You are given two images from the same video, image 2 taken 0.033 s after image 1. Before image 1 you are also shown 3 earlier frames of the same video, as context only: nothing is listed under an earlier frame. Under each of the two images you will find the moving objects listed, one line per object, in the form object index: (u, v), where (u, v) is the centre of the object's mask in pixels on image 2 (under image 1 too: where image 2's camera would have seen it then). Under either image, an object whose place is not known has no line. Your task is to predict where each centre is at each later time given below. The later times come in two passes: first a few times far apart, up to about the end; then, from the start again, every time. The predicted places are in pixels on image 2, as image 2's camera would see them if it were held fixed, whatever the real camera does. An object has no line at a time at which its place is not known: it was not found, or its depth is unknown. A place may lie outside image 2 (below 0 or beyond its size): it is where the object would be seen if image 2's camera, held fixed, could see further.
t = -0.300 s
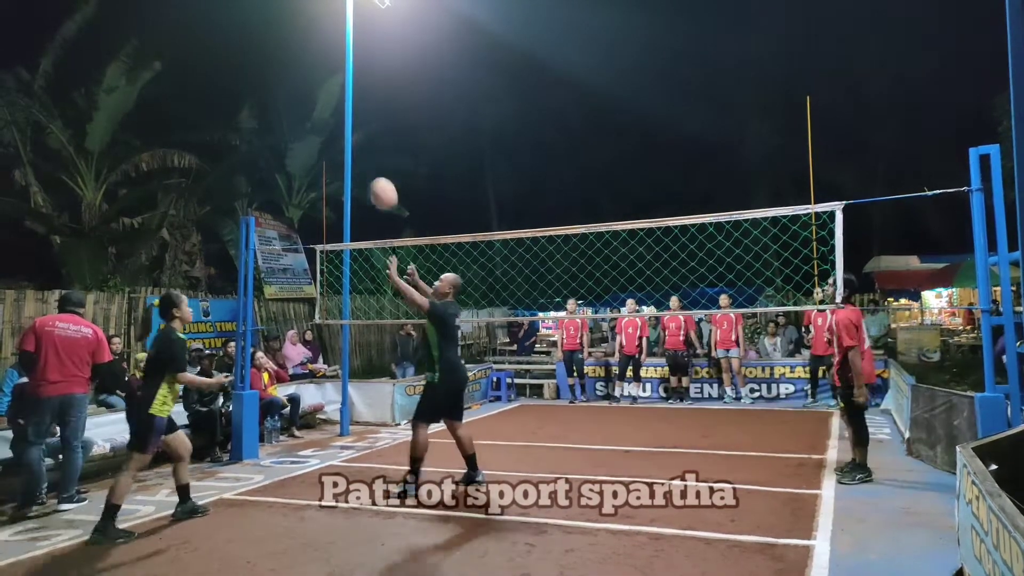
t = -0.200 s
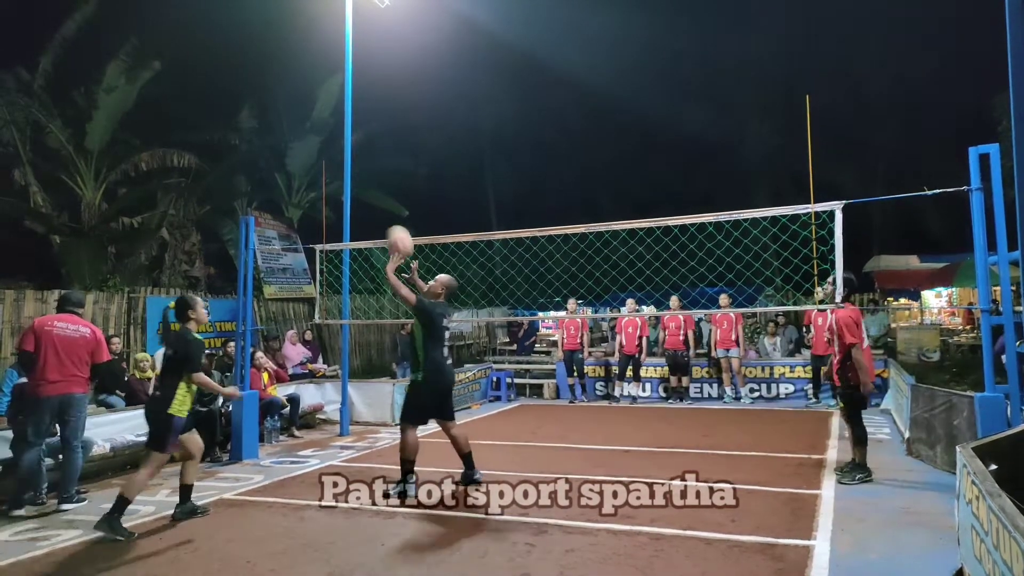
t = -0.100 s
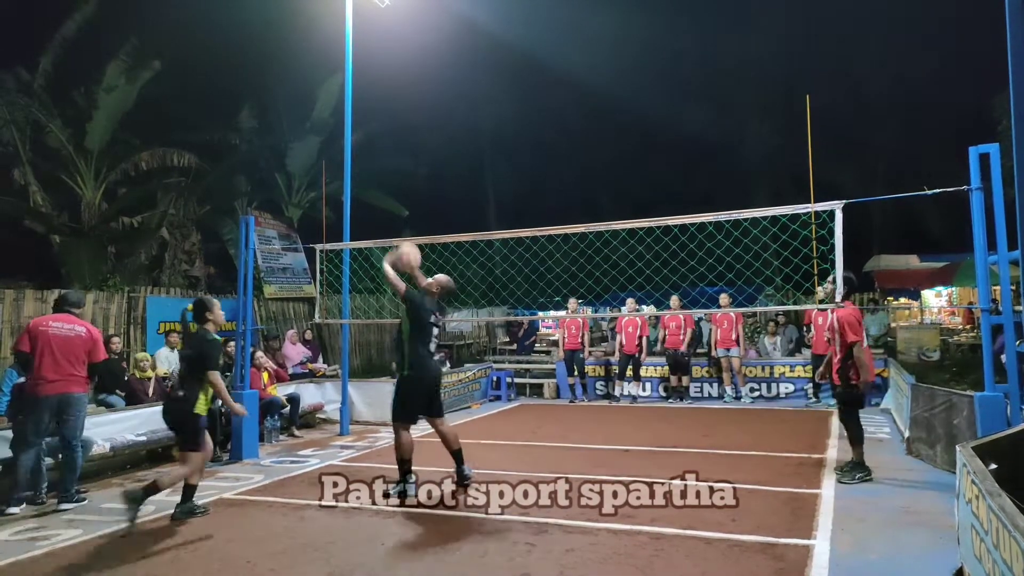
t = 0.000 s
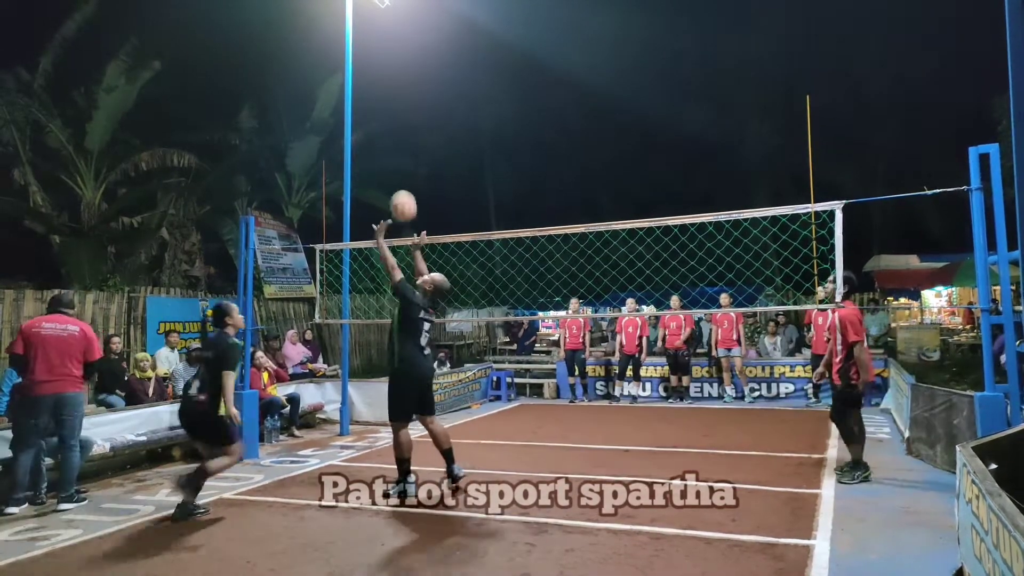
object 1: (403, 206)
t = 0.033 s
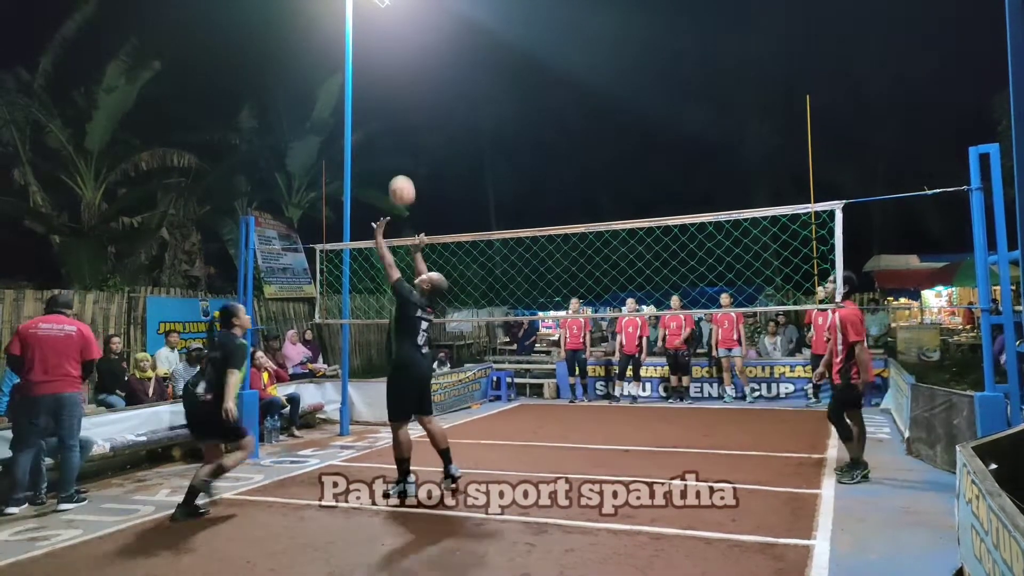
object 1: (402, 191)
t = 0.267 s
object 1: (392, 124)
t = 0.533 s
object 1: (384, 125)
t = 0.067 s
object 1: (400, 177)
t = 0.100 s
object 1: (399, 165)
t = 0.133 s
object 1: (397, 154)
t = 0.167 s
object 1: (396, 145)
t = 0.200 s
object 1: (394, 136)
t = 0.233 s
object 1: (393, 130)
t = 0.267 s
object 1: (392, 124)
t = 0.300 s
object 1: (391, 120)
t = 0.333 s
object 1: (390, 117)
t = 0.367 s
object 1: (388, 115)
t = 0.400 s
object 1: (388, 115)
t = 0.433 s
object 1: (387, 115)
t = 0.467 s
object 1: (386, 117)
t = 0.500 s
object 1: (385, 120)
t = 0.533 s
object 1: (384, 125)
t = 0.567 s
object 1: (383, 130)
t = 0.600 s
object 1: (383, 137)
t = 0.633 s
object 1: (382, 145)
